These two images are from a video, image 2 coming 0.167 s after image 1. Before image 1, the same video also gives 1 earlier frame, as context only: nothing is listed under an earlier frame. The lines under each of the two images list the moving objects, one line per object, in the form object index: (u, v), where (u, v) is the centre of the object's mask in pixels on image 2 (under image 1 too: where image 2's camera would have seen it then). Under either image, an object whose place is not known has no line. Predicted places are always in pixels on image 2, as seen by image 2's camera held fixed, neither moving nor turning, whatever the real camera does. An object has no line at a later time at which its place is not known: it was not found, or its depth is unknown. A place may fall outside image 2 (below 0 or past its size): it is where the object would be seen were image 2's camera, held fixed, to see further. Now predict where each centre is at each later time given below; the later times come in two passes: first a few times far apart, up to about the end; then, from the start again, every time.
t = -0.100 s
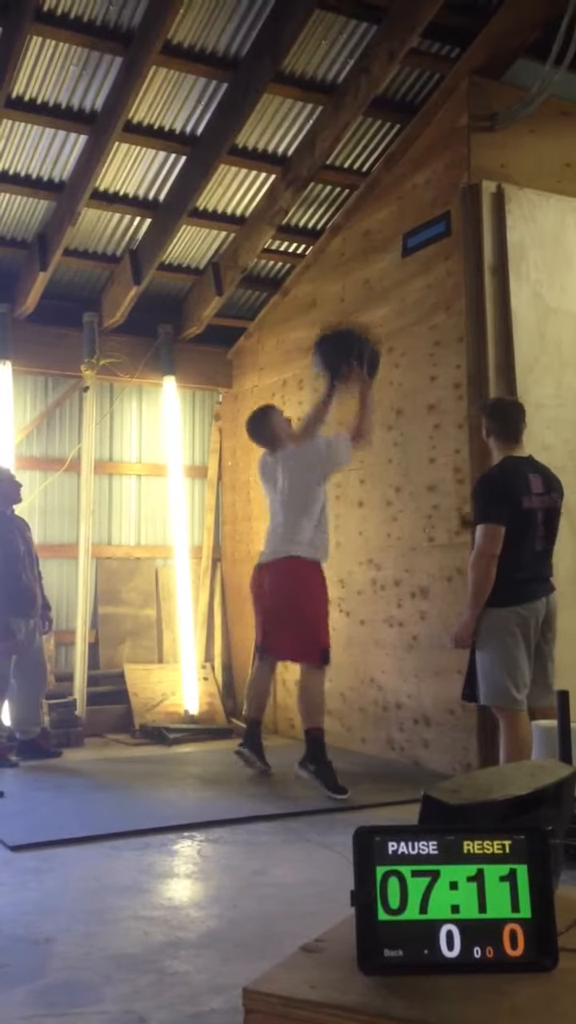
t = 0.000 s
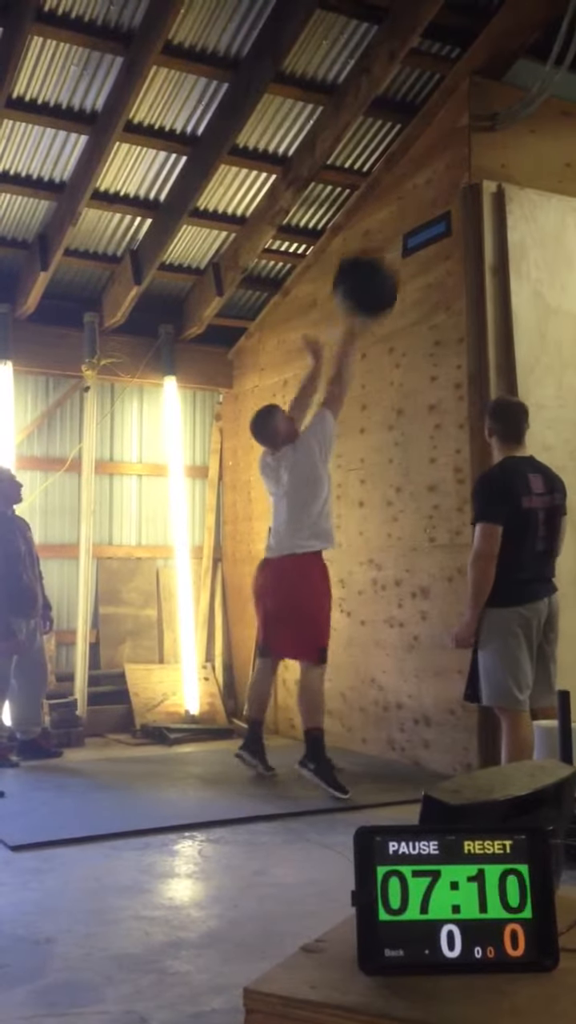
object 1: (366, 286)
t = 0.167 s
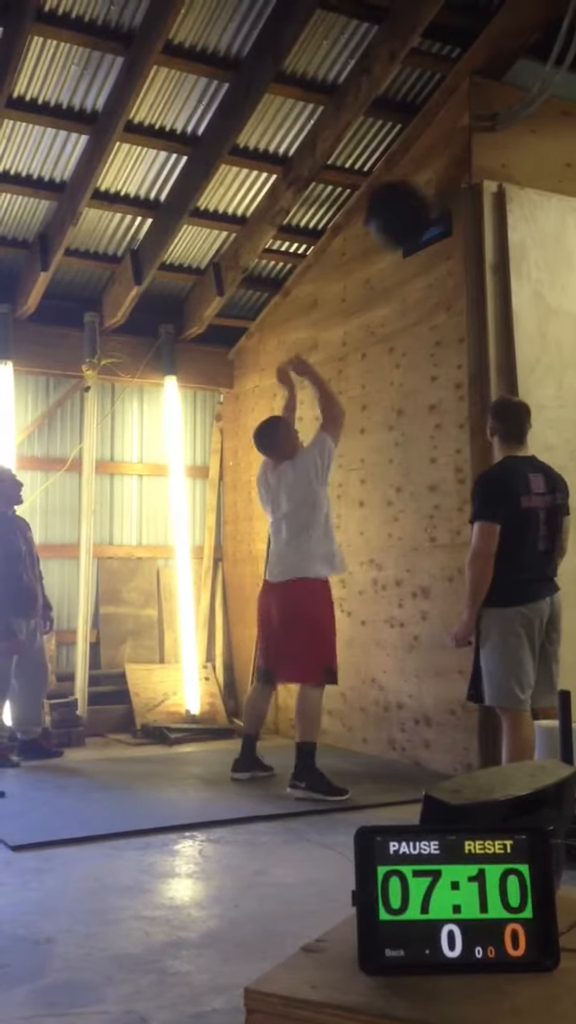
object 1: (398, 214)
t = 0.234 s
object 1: (412, 200)
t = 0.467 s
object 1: (384, 206)
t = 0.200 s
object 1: (409, 204)
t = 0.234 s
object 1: (412, 200)
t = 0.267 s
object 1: (413, 197)
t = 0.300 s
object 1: (409, 192)
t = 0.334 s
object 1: (402, 191)
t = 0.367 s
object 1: (397, 192)
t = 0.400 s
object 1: (392, 194)
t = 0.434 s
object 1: (389, 199)
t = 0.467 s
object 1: (384, 206)
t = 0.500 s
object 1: (380, 214)
